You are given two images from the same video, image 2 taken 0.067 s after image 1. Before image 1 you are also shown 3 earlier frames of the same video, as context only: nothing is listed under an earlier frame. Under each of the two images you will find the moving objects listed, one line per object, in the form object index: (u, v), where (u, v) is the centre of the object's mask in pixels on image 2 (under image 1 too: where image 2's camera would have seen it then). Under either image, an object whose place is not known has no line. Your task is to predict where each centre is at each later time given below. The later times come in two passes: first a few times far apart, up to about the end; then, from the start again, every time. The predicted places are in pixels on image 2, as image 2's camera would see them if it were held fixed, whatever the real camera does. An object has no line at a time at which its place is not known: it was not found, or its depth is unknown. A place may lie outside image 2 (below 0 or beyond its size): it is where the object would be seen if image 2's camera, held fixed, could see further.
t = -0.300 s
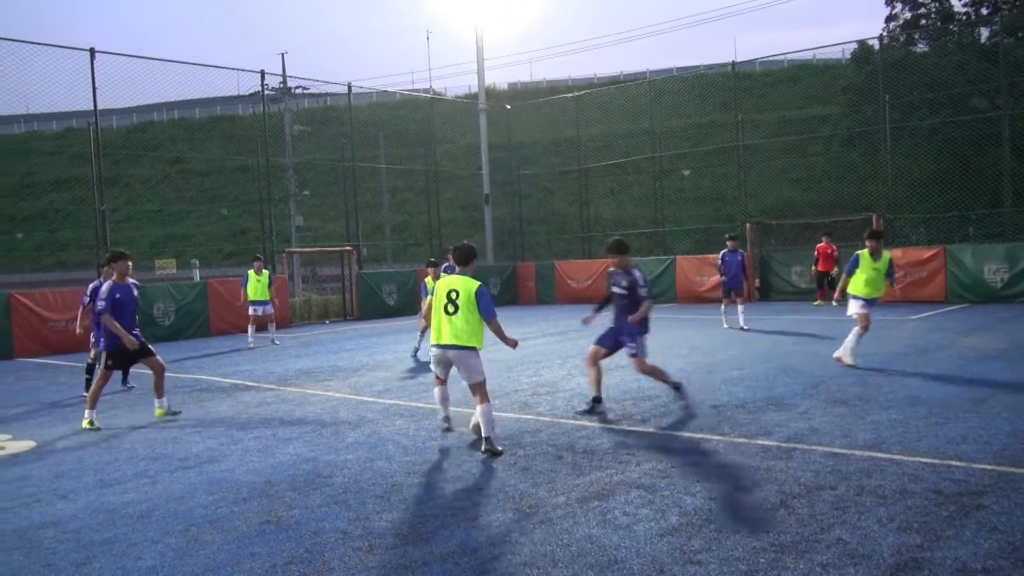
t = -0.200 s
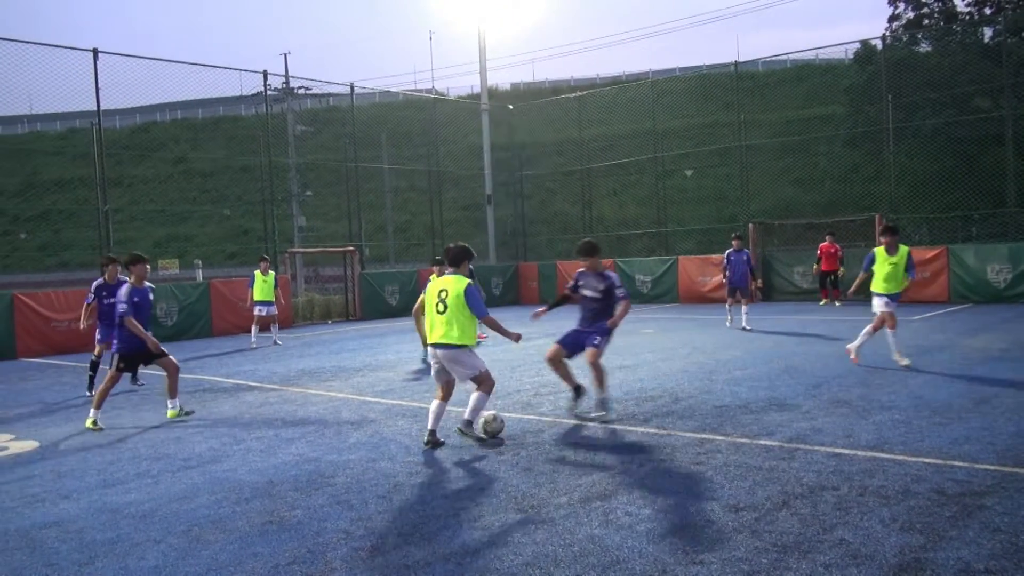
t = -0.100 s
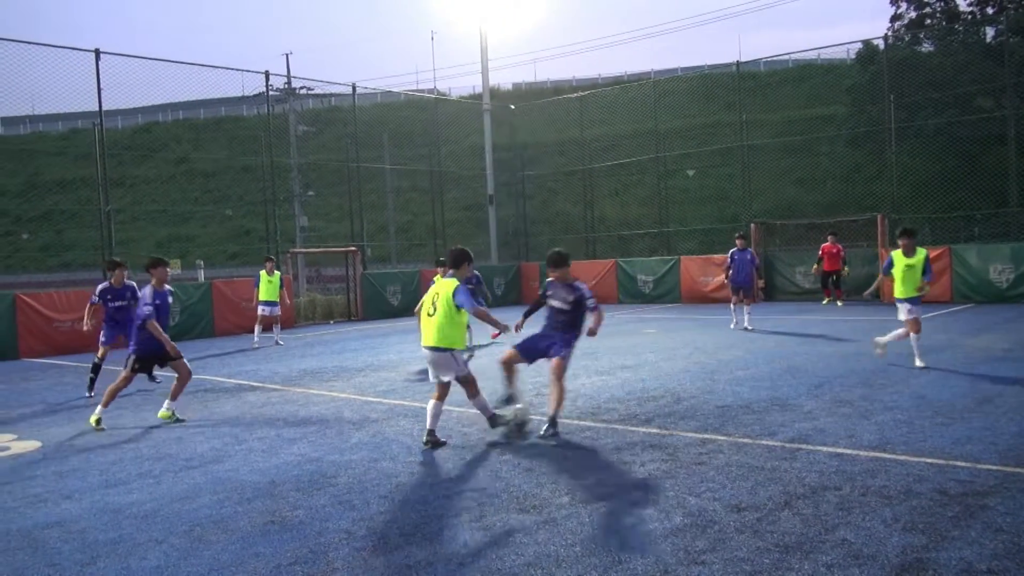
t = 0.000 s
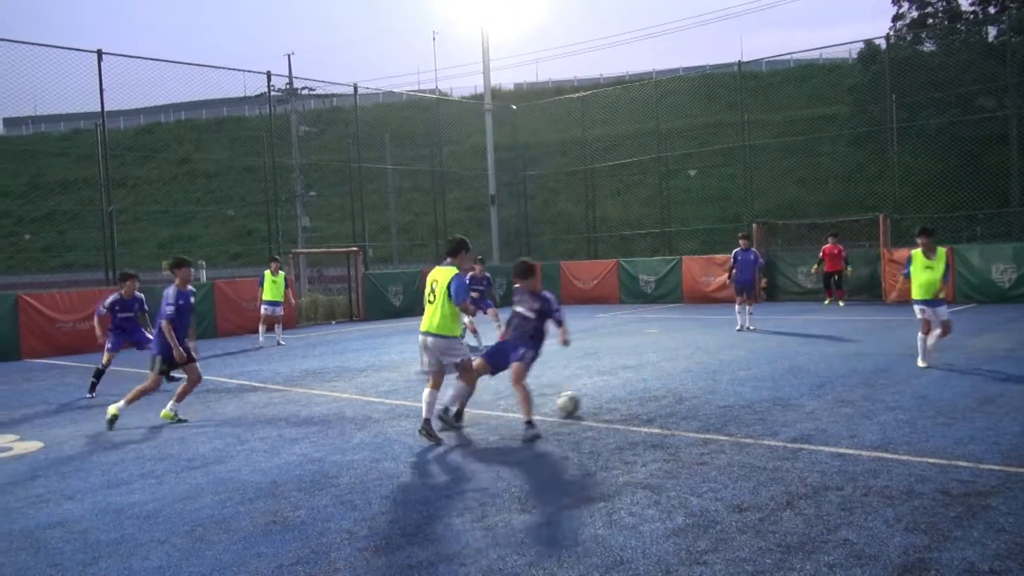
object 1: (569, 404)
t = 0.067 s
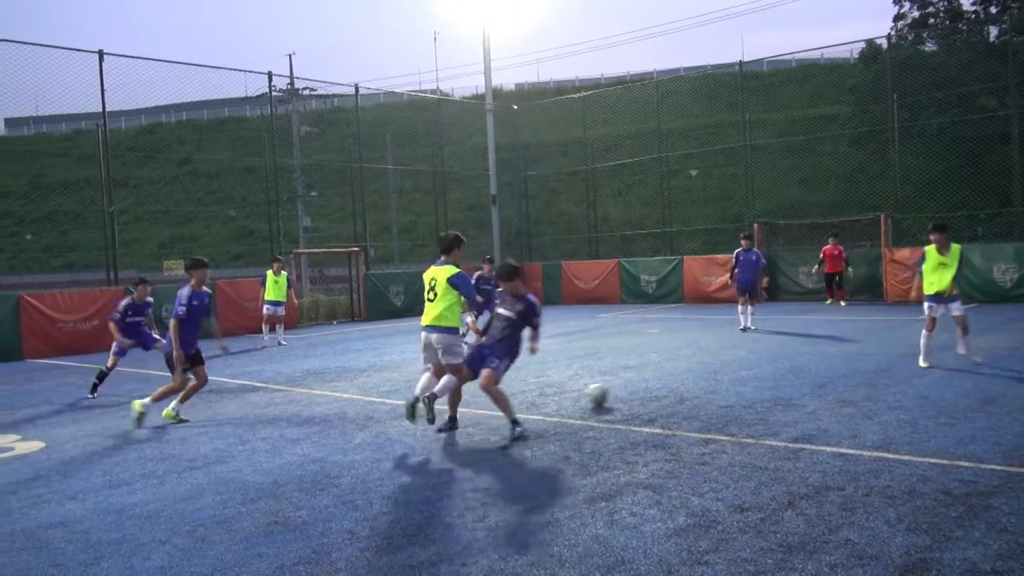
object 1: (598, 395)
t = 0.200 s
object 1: (641, 383)
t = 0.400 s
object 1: (688, 369)
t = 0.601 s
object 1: (720, 359)
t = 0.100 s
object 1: (610, 392)
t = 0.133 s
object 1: (621, 389)
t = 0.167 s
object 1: (631, 386)
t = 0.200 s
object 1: (641, 383)
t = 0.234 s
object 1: (651, 380)
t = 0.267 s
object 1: (660, 377)
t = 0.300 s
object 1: (668, 375)
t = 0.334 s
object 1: (674, 372)
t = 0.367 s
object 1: (681, 370)
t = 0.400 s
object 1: (688, 369)
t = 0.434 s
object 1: (695, 367)
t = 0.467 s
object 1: (699, 364)
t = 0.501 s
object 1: (705, 363)
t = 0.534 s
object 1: (710, 362)
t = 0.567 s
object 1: (715, 361)
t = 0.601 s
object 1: (720, 359)
